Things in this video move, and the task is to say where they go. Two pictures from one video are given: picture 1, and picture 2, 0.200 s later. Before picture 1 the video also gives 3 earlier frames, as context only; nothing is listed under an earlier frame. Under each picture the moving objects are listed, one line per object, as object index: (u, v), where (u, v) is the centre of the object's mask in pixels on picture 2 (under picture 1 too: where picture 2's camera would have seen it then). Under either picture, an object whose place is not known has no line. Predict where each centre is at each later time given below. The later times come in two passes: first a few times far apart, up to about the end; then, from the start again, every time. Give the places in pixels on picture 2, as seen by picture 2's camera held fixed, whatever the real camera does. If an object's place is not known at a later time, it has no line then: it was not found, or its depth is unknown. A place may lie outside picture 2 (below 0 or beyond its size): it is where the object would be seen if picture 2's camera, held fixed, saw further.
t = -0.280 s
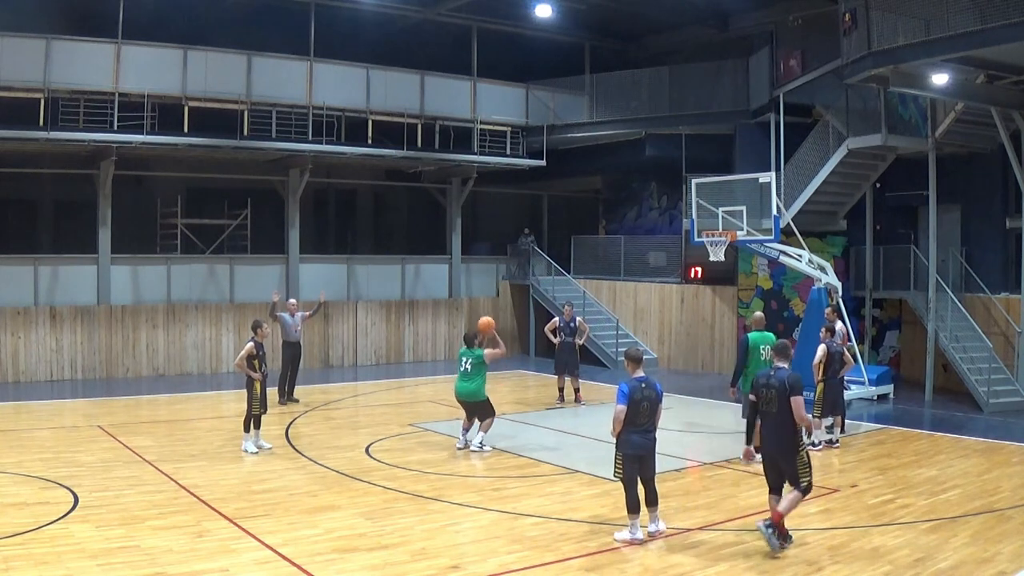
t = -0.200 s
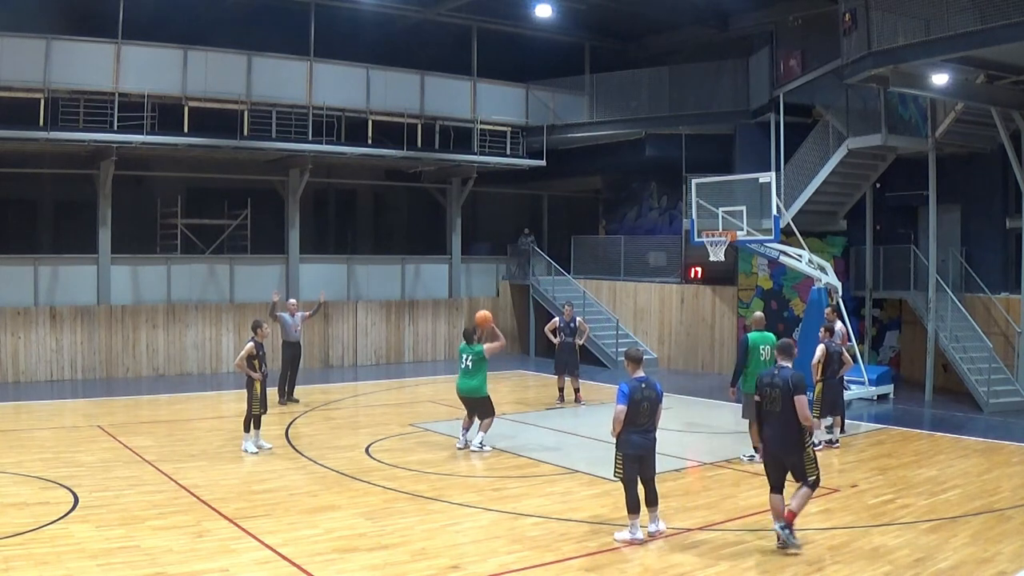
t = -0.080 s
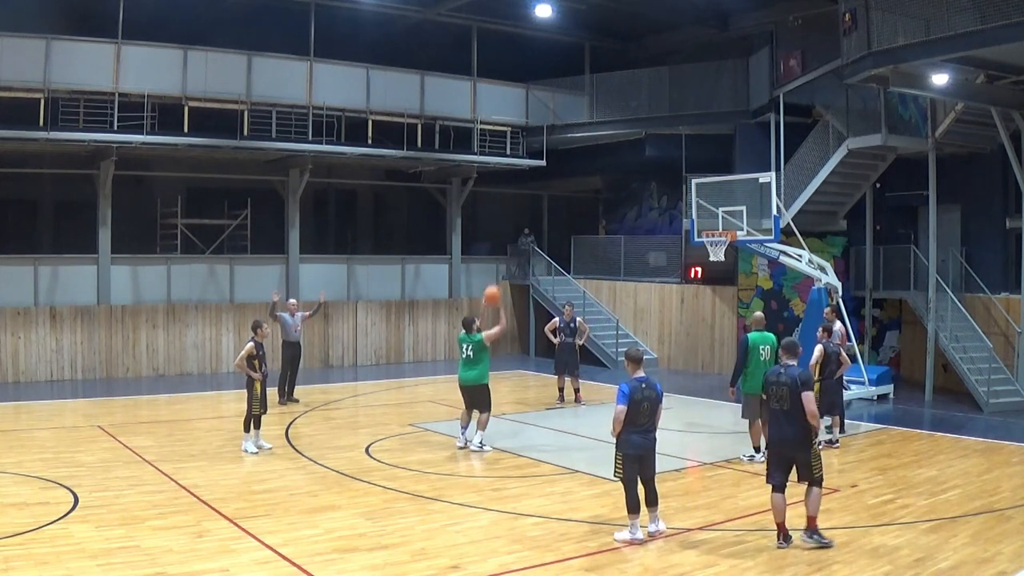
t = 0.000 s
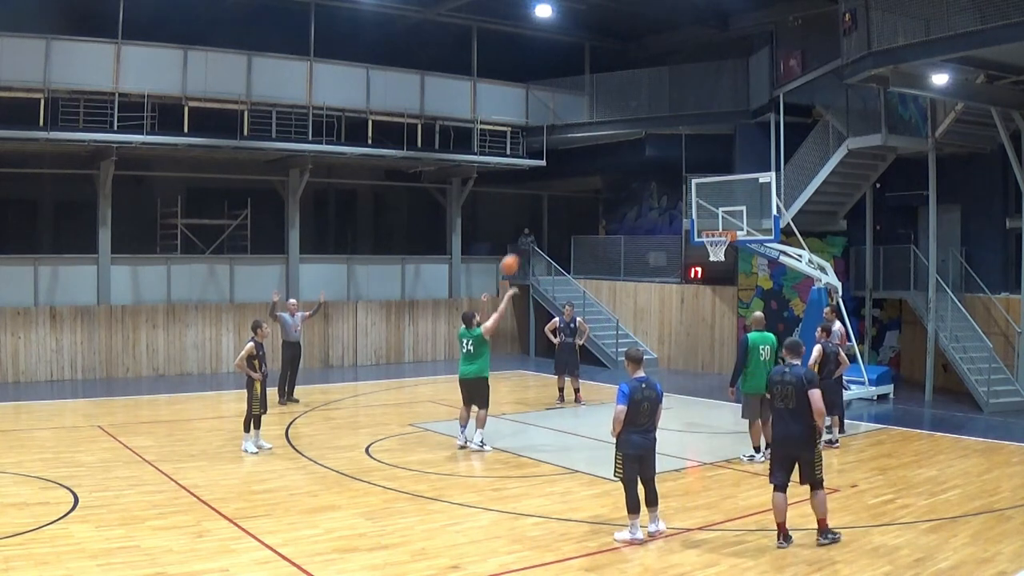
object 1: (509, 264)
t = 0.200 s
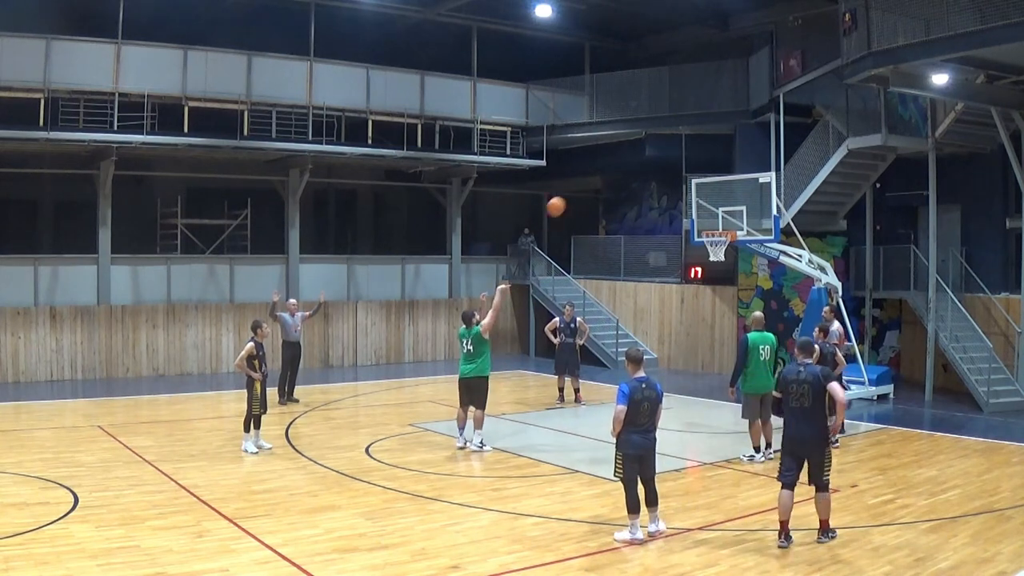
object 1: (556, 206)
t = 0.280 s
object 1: (574, 192)
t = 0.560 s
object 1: (631, 176)
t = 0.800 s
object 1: (674, 202)
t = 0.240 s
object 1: (565, 199)
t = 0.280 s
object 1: (574, 192)
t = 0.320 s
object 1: (582, 186)
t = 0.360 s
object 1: (591, 182)
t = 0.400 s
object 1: (599, 179)
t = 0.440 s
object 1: (607, 177)
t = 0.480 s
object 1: (615, 175)
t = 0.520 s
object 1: (623, 175)
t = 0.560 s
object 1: (631, 176)
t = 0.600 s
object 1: (638, 178)
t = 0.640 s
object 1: (646, 181)
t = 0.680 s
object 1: (653, 185)
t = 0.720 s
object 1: (660, 190)
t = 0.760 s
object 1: (668, 196)
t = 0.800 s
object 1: (674, 202)
